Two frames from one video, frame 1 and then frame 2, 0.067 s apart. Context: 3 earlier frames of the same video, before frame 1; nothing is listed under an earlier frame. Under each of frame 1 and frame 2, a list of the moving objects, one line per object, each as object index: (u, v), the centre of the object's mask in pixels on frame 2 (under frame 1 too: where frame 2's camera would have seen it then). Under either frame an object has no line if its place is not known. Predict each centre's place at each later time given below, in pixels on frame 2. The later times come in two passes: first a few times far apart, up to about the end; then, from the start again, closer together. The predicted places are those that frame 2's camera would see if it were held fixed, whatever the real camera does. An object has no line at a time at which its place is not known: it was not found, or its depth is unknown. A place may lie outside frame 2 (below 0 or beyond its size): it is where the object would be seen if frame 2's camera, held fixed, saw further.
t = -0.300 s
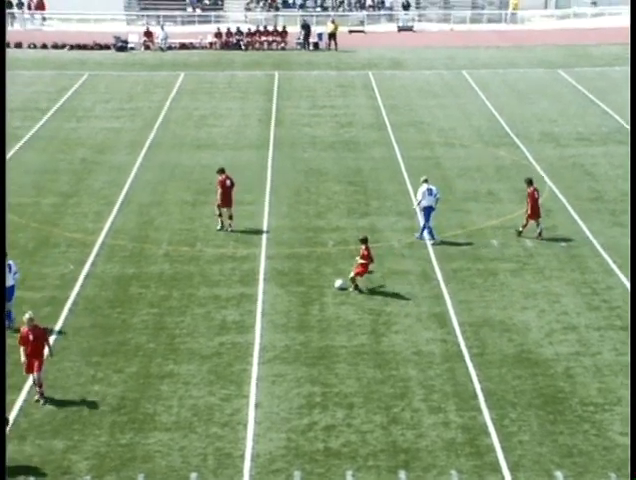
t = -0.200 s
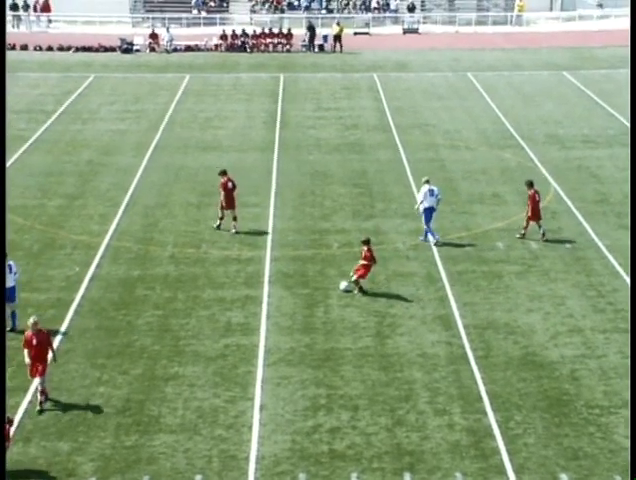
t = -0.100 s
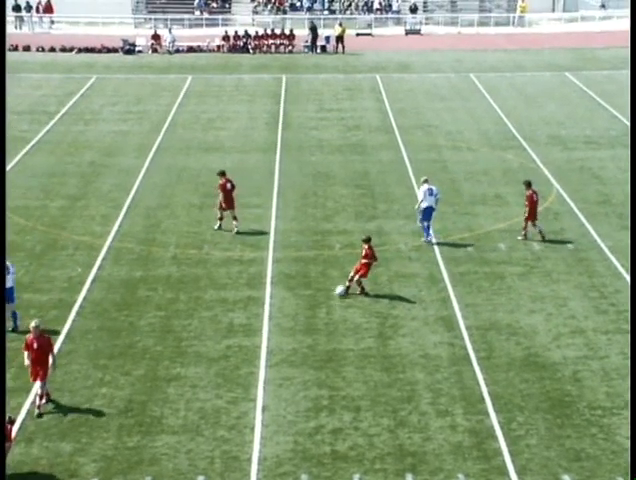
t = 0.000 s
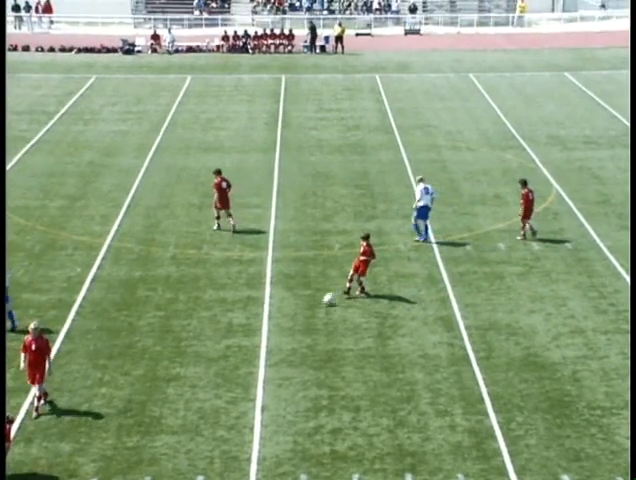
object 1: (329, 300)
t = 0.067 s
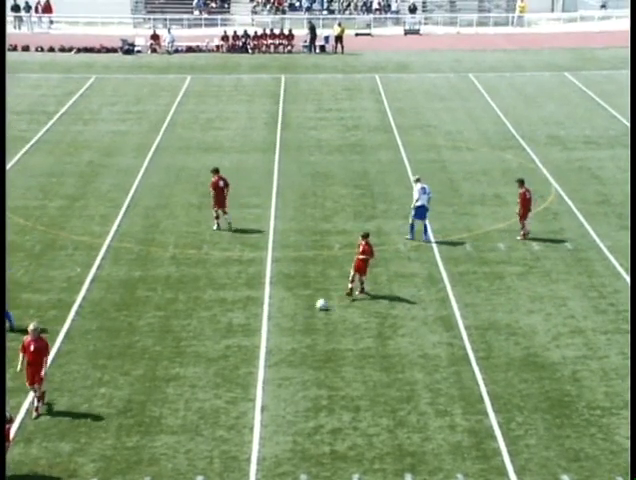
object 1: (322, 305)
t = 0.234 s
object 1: (307, 315)
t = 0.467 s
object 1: (286, 331)
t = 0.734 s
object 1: (264, 347)
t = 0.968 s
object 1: (244, 360)
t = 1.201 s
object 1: (223, 374)
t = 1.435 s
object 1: (202, 387)
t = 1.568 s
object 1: (190, 395)
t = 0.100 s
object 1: (319, 307)
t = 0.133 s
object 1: (317, 308)
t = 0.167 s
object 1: (313, 311)
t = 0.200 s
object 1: (310, 313)
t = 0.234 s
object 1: (307, 315)
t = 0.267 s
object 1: (303, 318)
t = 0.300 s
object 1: (300, 321)
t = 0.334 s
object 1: (298, 322)
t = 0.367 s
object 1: (295, 324)
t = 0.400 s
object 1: (292, 326)
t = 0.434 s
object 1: (289, 329)
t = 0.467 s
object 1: (286, 331)
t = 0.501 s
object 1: (284, 333)
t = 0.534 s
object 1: (281, 335)
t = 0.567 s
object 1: (278, 337)
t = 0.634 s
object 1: (272, 342)
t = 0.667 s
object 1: (271, 343)
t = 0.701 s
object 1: (268, 345)
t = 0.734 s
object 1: (264, 347)
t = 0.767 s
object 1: (262, 348)
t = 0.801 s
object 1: (258, 351)
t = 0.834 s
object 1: (255, 353)
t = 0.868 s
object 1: (252, 354)
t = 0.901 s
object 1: (250, 356)
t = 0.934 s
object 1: (247, 358)
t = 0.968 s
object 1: (244, 360)
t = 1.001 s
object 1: (241, 362)
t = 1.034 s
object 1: (238, 364)
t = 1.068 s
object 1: (235, 366)
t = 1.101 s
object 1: (232, 368)
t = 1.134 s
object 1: (228, 370)
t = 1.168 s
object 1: (226, 372)
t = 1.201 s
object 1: (223, 374)
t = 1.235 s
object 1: (220, 375)
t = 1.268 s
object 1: (216, 377)
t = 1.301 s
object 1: (214, 379)
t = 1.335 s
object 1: (210, 381)
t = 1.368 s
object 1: (207, 382)
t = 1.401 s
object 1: (204, 385)
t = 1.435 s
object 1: (202, 387)
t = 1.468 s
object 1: (199, 389)
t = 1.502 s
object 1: (196, 391)
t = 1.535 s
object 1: (192, 392)
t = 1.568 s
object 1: (190, 395)
